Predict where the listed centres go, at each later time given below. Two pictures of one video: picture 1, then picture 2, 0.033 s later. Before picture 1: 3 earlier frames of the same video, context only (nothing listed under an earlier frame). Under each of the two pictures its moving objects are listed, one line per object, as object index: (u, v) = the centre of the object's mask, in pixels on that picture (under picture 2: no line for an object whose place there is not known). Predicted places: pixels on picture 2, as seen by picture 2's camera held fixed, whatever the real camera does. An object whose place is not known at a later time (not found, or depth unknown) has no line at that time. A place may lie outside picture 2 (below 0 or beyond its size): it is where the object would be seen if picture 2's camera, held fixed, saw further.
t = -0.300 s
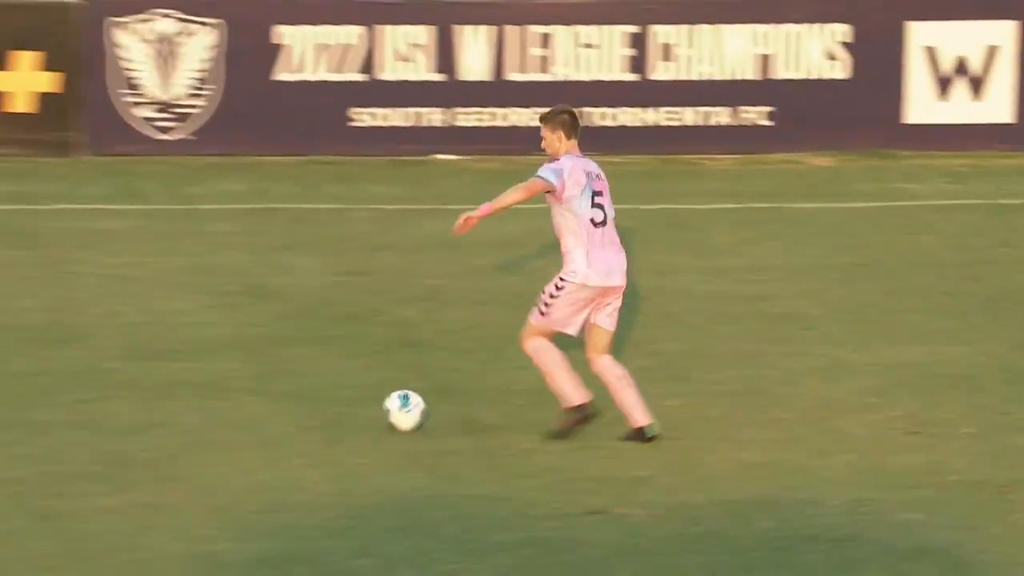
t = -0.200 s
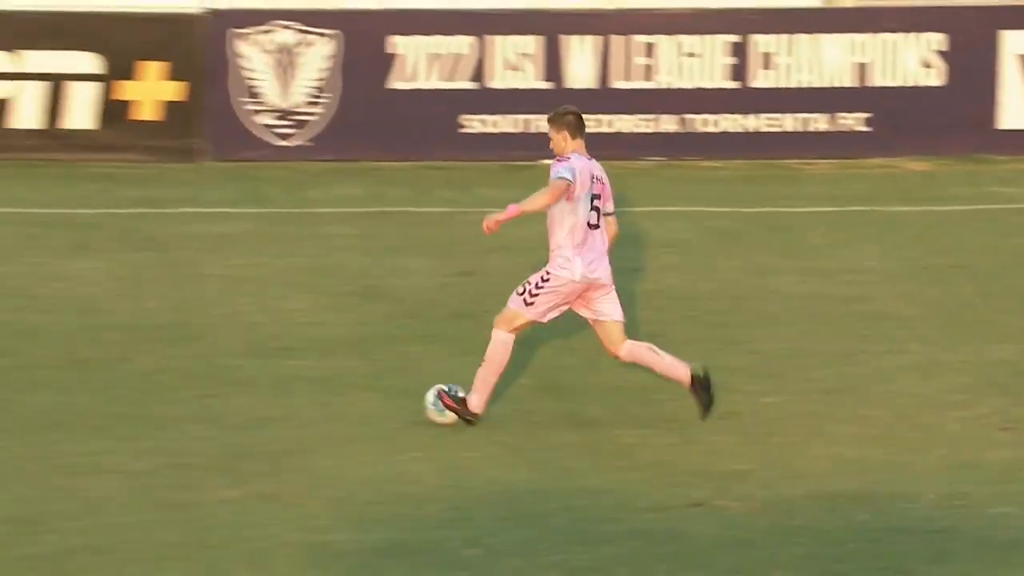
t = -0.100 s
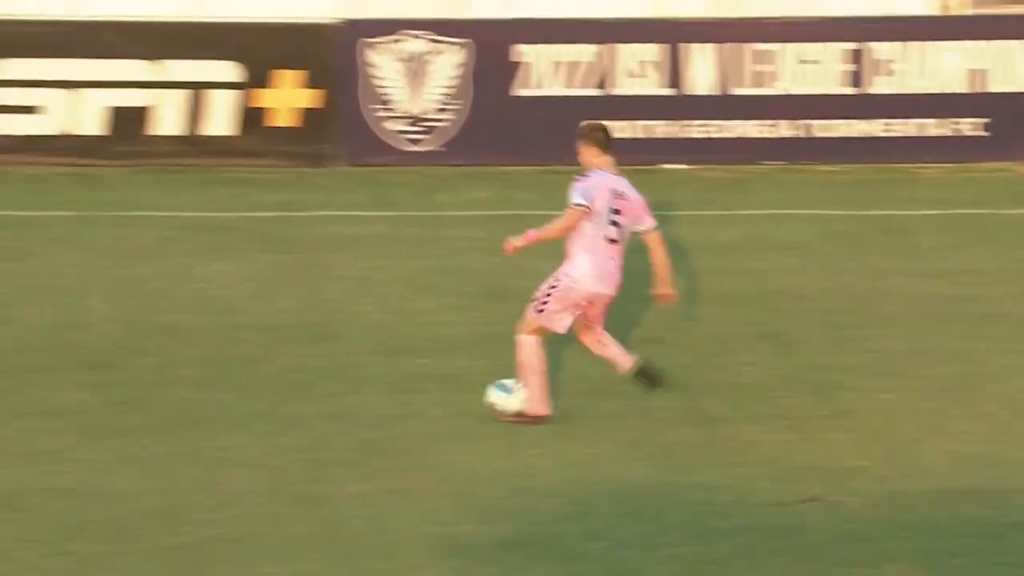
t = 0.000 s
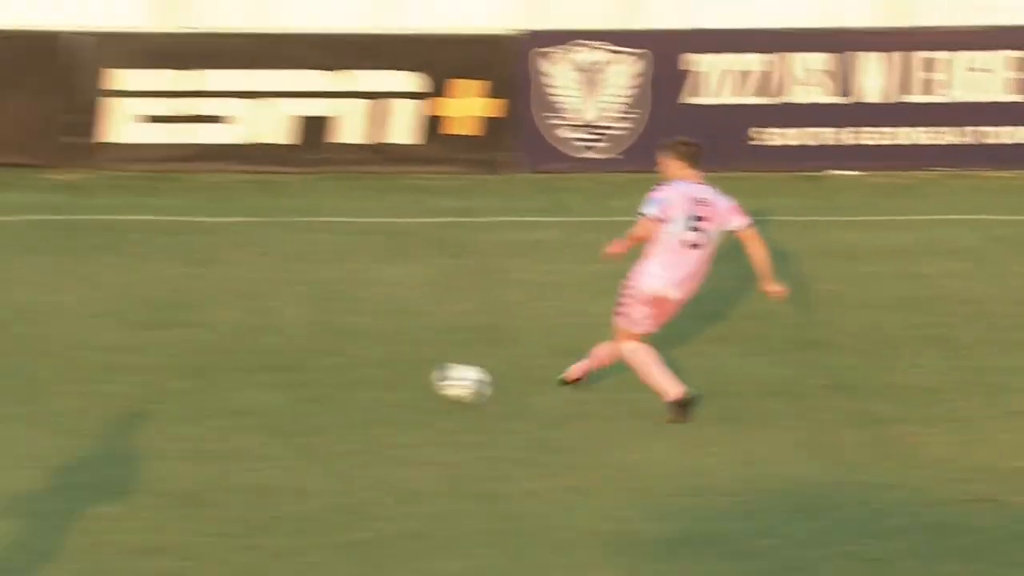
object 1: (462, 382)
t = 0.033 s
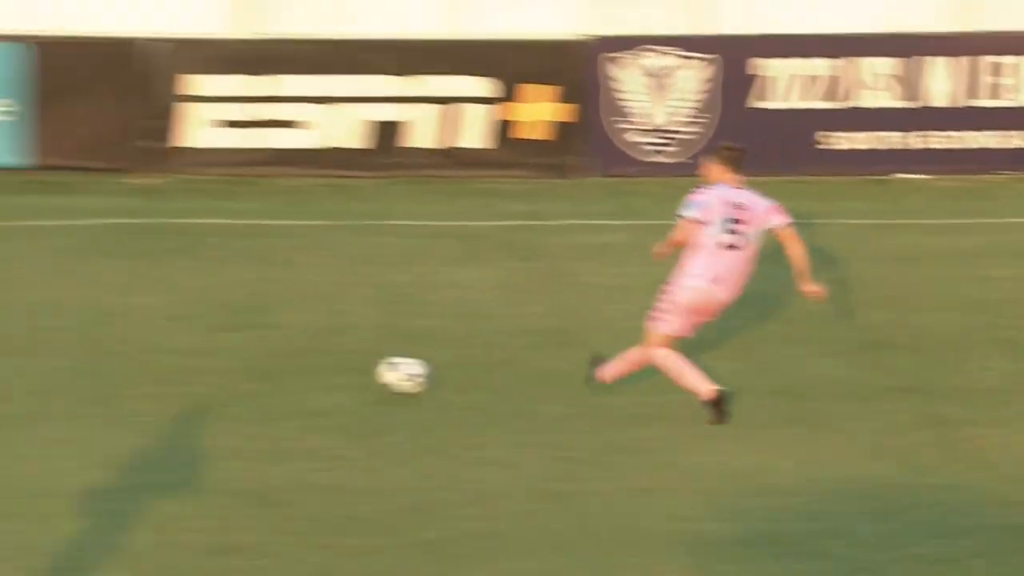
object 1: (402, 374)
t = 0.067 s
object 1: (274, 370)
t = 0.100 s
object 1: (144, 368)
